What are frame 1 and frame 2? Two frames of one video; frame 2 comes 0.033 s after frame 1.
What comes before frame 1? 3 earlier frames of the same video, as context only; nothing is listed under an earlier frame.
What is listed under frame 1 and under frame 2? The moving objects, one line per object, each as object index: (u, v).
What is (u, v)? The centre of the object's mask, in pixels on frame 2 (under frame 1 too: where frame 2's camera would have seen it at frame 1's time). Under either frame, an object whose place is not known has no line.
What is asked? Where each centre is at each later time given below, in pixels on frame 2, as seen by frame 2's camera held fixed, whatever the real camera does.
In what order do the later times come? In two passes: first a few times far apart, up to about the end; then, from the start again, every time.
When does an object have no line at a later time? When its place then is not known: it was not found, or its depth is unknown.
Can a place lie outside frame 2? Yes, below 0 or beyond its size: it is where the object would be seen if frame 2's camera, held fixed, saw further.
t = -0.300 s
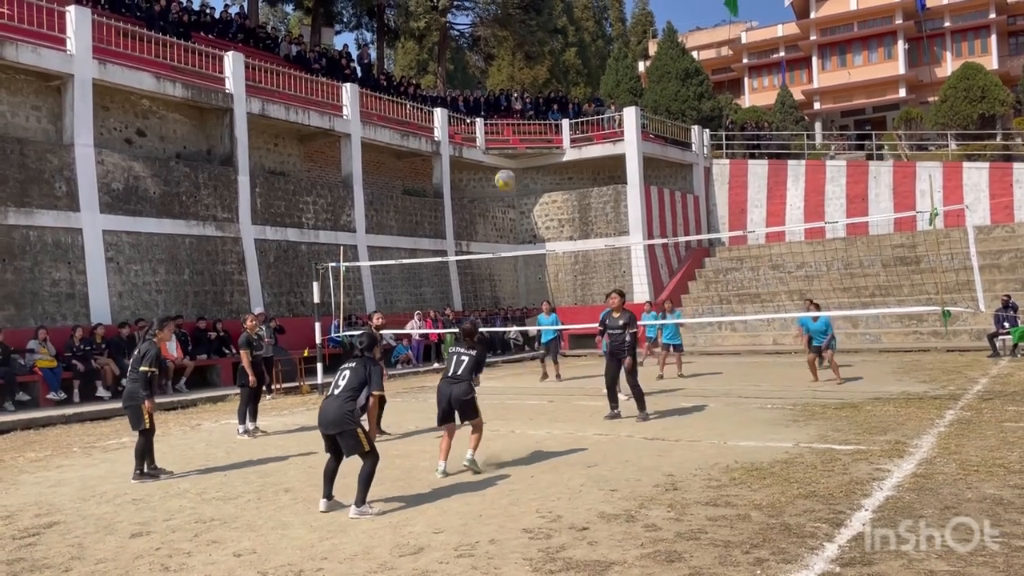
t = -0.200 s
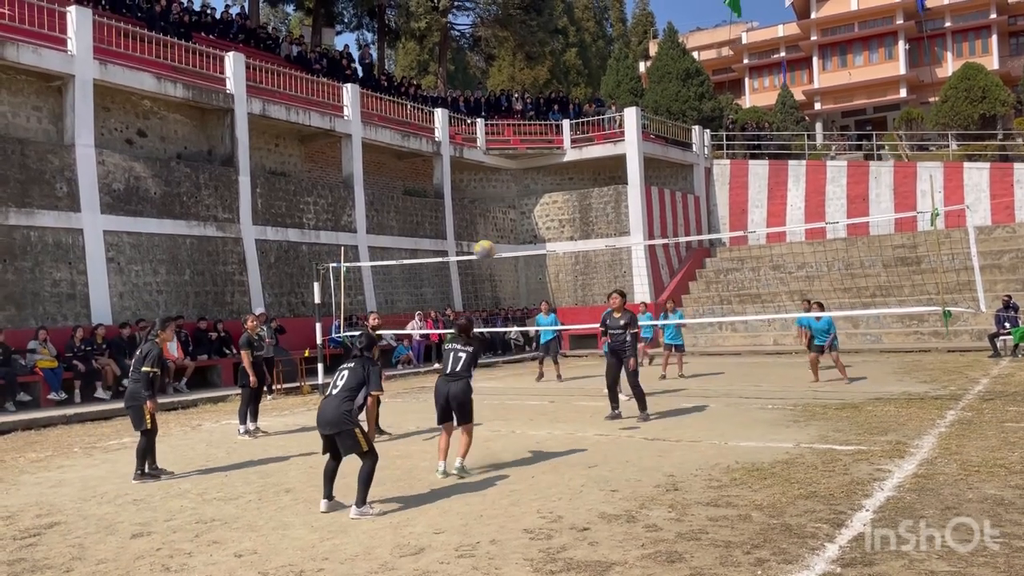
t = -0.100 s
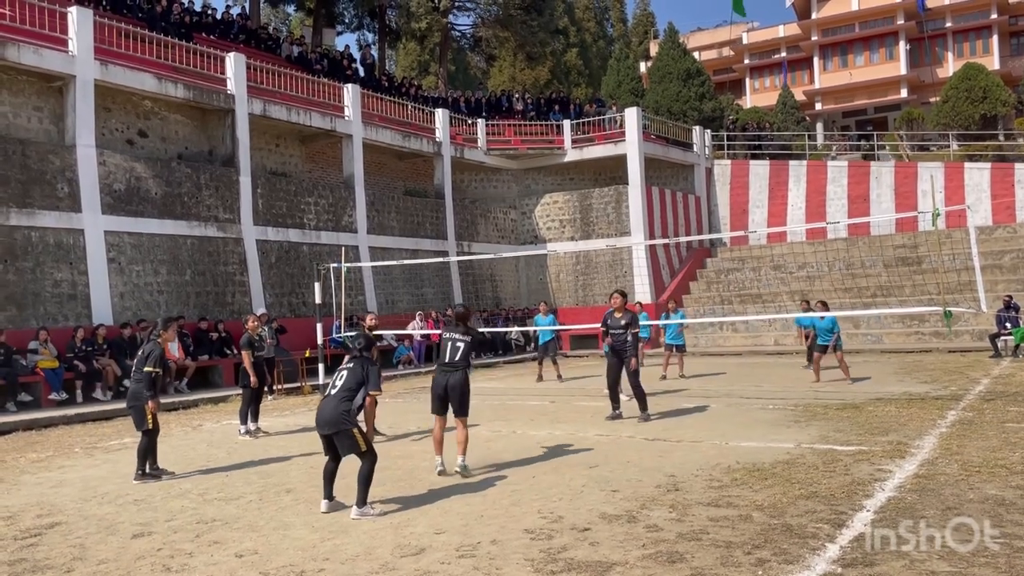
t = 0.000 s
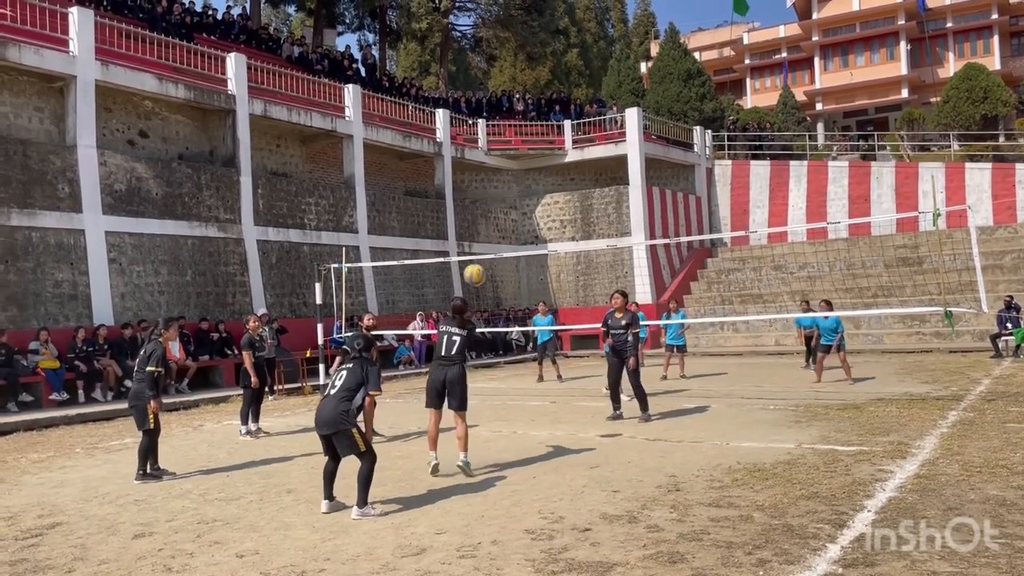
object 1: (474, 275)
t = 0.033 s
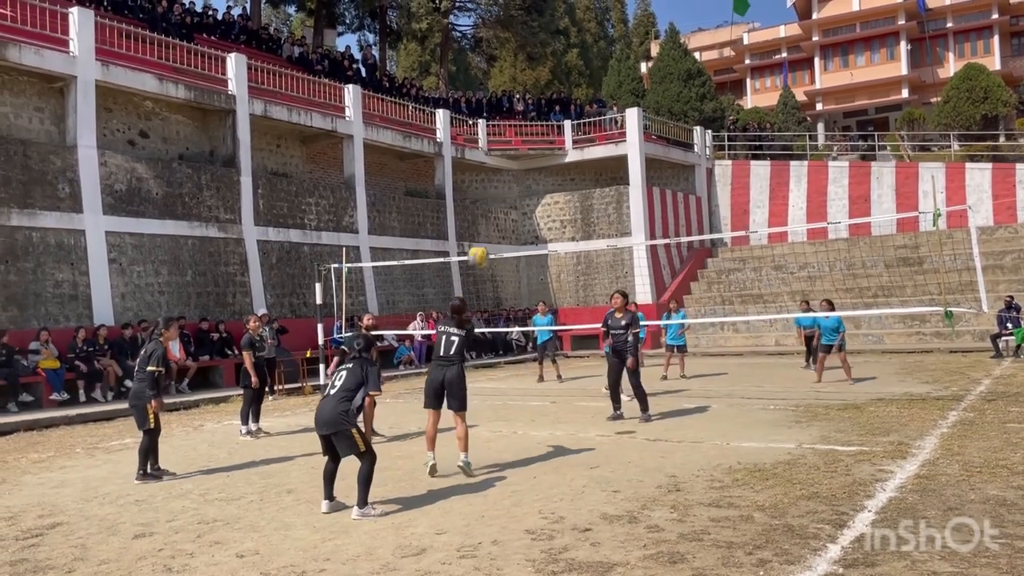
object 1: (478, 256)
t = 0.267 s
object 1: (500, 167)
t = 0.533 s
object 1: (524, 137)
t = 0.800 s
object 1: (549, 172)
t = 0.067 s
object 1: (481, 238)
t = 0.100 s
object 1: (484, 223)
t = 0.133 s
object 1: (488, 210)
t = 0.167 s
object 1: (491, 197)
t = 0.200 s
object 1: (494, 185)
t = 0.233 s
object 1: (497, 175)
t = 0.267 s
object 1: (500, 167)
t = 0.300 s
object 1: (504, 158)
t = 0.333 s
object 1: (506, 151)
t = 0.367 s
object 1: (509, 148)
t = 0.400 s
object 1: (512, 143)
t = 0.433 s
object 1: (515, 140)
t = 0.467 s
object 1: (519, 138)
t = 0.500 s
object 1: (521, 137)
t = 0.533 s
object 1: (524, 137)
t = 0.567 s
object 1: (528, 138)
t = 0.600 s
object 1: (531, 140)
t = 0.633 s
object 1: (534, 143)
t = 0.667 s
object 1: (537, 147)
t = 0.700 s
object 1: (540, 151)
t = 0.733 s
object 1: (543, 158)
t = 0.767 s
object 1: (545, 165)
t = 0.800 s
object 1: (549, 172)
